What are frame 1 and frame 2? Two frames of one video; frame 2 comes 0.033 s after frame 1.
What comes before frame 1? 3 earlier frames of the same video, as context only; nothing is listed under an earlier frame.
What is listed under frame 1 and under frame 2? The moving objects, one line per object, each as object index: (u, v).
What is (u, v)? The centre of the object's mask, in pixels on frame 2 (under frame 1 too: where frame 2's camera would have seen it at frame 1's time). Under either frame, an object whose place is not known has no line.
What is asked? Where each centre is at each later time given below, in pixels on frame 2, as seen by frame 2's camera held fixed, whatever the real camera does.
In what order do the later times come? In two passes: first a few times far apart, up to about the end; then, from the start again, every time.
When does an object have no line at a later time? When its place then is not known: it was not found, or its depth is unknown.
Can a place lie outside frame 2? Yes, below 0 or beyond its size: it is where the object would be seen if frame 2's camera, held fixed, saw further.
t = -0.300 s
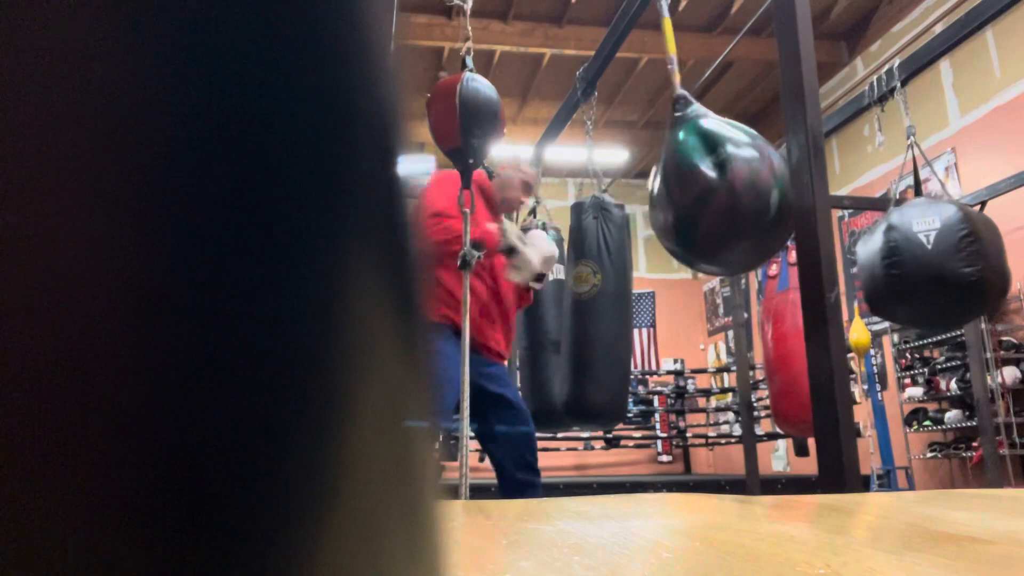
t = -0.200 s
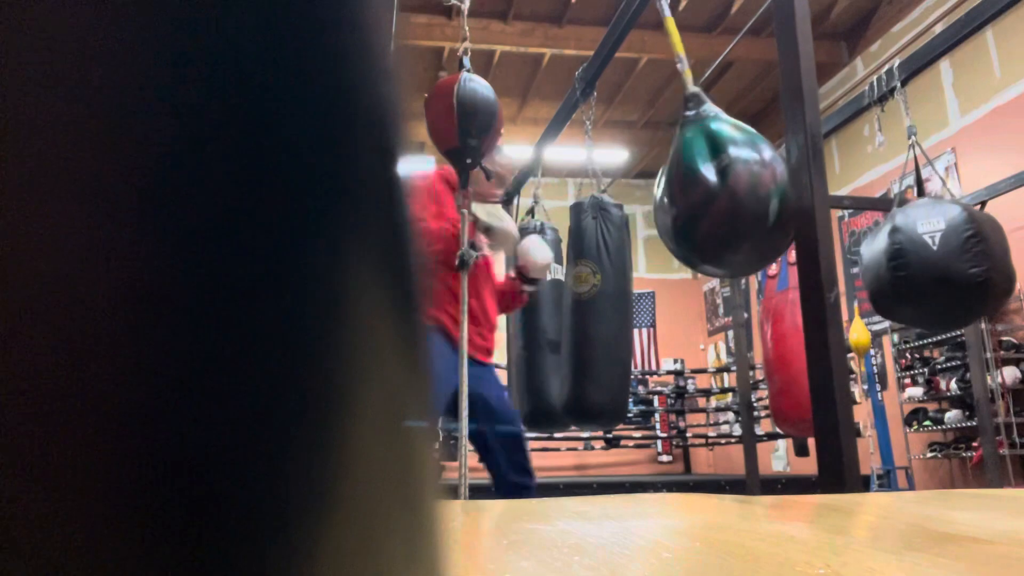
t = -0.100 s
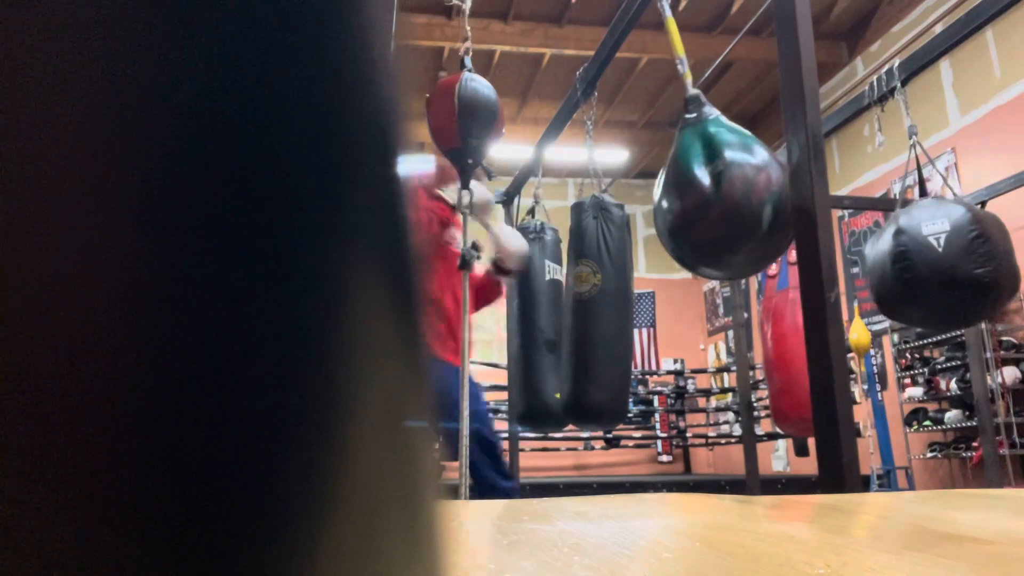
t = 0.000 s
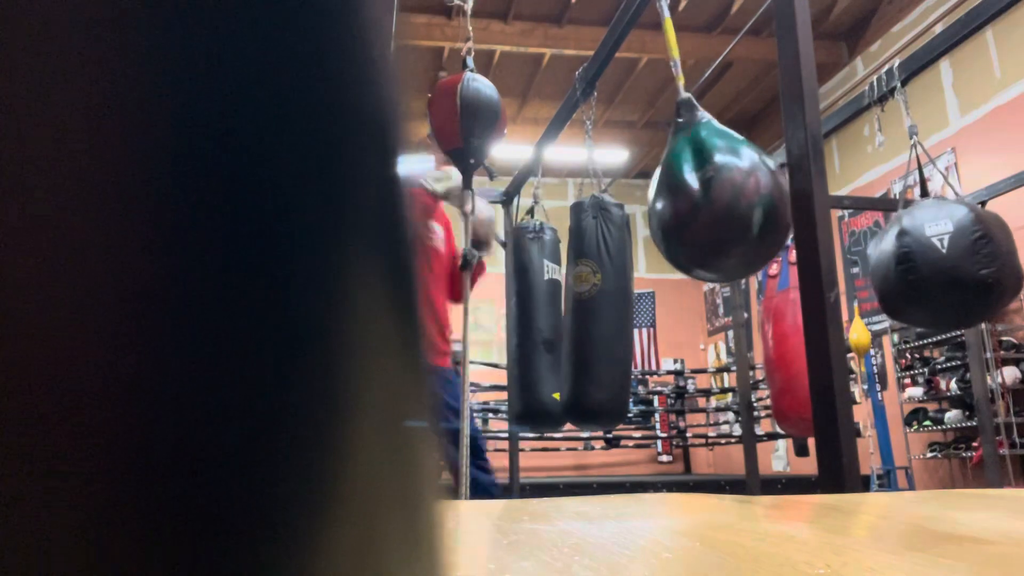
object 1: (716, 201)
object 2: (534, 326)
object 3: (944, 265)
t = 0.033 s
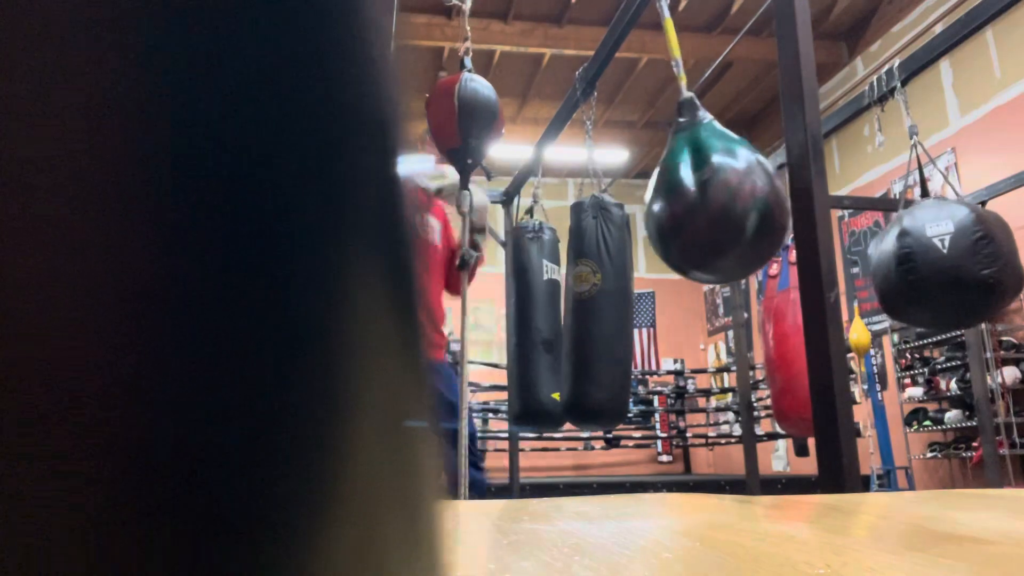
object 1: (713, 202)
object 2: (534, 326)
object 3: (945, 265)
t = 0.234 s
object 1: (689, 207)
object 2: (532, 327)
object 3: (946, 266)
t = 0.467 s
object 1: (652, 210)
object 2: (531, 327)
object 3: (941, 267)
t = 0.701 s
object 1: (631, 206)
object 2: (533, 326)
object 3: (930, 267)
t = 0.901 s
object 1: (632, 203)
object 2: (534, 324)
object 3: (921, 267)
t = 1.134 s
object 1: (657, 200)
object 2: (539, 315)
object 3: (916, 266)
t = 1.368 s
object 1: (693, 197)
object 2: (539, 311)
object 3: (919, 266)
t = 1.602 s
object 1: (717, 197)
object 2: (539, 313)
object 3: (928, 267)
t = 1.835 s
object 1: (717, 200)
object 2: (536, 319)
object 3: (940, 267)
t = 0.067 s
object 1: (710, 203)
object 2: (533, 326)
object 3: (946, 265)
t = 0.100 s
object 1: (706, 204)
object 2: (533, 327)
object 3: (946, 266)
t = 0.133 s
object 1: (702, 205)
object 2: (532, 327)
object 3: (946, 266)
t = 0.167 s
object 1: (697, 206)
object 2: (532, 326)
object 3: (946, 266)
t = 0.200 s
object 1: (693, 207)
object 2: (532, 327)
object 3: (947, 266)
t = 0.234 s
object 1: (689, 207)
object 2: (532, 327)
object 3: (946, 266)
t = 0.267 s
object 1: (683, 208)
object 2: (531, 327)
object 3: (946, 266)
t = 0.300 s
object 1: (678, 209)
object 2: (531, 327)
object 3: (946, 266)
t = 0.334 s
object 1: (673, 209)
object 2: (531, 327)
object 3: (945, 266)
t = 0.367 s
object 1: (668, 210)
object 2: (531, 327)
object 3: (944, 266)
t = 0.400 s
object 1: (664, 210)
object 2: (531, 327)
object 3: (943, 267)
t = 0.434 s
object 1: (658, 210)
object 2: (531, 327)
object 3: (942, 267)
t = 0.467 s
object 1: (652, 210)
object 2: (531, 327)
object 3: (941, 267)
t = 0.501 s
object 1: (648, 209)
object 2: (531, 326)
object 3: (939, 267)
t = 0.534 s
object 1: (644, 210)
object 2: (532, 326)
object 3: (938, 267)
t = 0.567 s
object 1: (640, 208)
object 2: (532, 326)
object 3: (937, 267)
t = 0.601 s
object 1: (637, 208)
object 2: (533, 326)
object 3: (935, 267)
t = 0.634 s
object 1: (635, 207)
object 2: (533, 326)
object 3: (934, 267)
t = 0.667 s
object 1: (633, 206)
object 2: (533, 326)
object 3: (932, 267)
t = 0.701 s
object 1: (631, 206)
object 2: (533, 326)
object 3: (930, 267)
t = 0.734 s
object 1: (630, 205)
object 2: (534, 326)
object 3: (928, 267)
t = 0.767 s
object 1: (629, 205)
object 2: (534, 326)
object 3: (927, 267)
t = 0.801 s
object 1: (629, 204)
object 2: (534, 326)
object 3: (925, 267)
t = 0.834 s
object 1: (629, 204)
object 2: (534, 326)
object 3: (924, 267)
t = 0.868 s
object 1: (630, 203)
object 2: (534, 326)
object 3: (922, 267)
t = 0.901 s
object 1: (632, 203)
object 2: (534, 324)
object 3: (921, 267)
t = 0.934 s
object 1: (634, 202)
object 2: (534, 324)
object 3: (920, 267)
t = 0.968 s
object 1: (636, 202)
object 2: (534, 323)
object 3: (919, 266)
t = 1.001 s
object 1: (640, 201)
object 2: (534, 322)
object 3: (918, 266)
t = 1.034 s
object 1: (643, 201)
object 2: (535, 321)
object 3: (917, 266)
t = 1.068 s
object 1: (648, 201)
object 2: (537, 316)
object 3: (916, 266)
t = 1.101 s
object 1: (652, 201)
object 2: (538, 315)
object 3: (916, 266)
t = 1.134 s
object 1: (657, 200)
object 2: (539, 315)
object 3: (916, 266)
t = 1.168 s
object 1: (663, 199)
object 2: (538, 312)
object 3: (916, 266)
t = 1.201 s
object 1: (668, 199)
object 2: (539, 312)
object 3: (916, 266)
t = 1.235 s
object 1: (673, 199)
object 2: (540, 314)
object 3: (916, 266)
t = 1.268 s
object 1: (679, 199)
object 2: (539, 311)
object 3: (917, 266)
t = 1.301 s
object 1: (684, 198)
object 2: (540, 313)
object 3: (917, 266)
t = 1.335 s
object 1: (689, 198)
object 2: (539, 311)
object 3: (918, 266)
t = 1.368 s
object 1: (693, 197)
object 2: (539, 311)
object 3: (919, 266)
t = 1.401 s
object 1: (698, 197)
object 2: (539, 311)
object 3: (920, 266)
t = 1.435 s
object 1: (702, 197)
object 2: (539, 311)
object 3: (921, 266)
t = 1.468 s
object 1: (706, 197)
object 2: (539, 311)
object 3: (922, 266)
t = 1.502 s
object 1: (710, 197)
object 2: (539, 312)
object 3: (924, 267)
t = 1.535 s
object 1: (713, 196)
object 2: (539, 312)
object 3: (925, 267)
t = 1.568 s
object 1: (715, 196)
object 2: (539, 312)
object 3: (927, 267)
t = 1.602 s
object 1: (717, 197)
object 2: (539, 313)
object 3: (928, 267)
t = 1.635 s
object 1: (718, 197)
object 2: (539, 314)
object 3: (931, 267)
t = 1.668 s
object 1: (719, 197)
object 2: (539, 315)
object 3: (933, 267)
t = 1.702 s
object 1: (719, 197)
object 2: (539, 315)
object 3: (934, 267)
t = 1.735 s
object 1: (719, 198)
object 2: (538, 316)
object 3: (936, 267)
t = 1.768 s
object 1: (719, 199)
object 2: (538, 318)
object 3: (937, 267)
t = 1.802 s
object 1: (718, 200)
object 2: (537, 319)
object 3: (938, 267)
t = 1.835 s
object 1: (717, 200)
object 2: (536, 319)
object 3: (940, 267)
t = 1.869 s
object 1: (715, 202)
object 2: (536, 322)
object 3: (941, 266)
